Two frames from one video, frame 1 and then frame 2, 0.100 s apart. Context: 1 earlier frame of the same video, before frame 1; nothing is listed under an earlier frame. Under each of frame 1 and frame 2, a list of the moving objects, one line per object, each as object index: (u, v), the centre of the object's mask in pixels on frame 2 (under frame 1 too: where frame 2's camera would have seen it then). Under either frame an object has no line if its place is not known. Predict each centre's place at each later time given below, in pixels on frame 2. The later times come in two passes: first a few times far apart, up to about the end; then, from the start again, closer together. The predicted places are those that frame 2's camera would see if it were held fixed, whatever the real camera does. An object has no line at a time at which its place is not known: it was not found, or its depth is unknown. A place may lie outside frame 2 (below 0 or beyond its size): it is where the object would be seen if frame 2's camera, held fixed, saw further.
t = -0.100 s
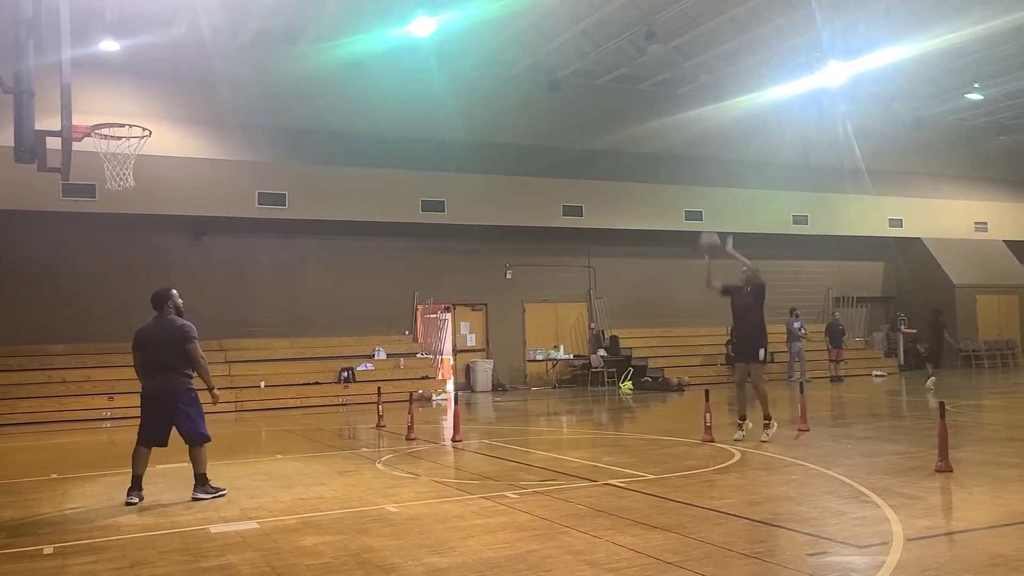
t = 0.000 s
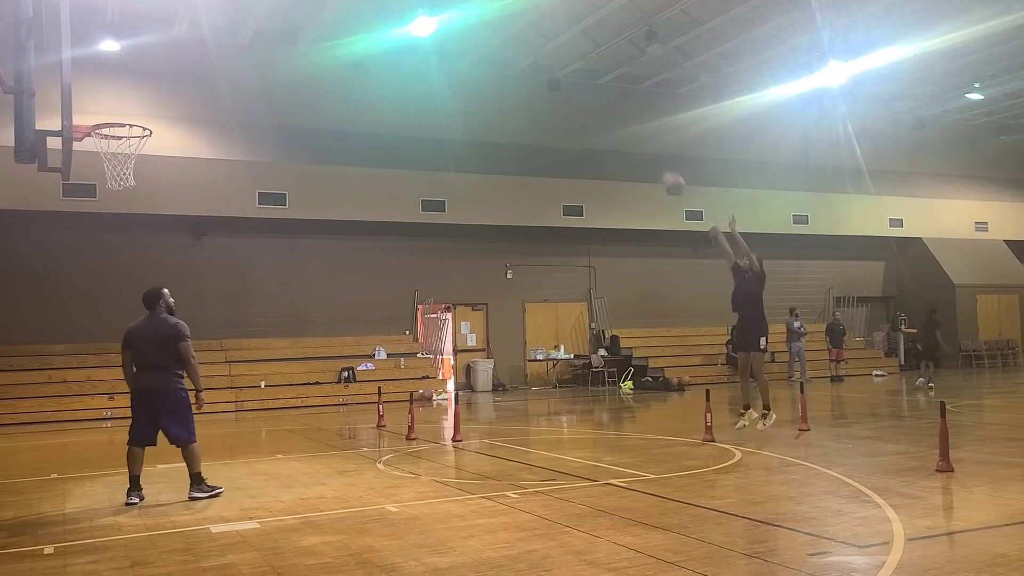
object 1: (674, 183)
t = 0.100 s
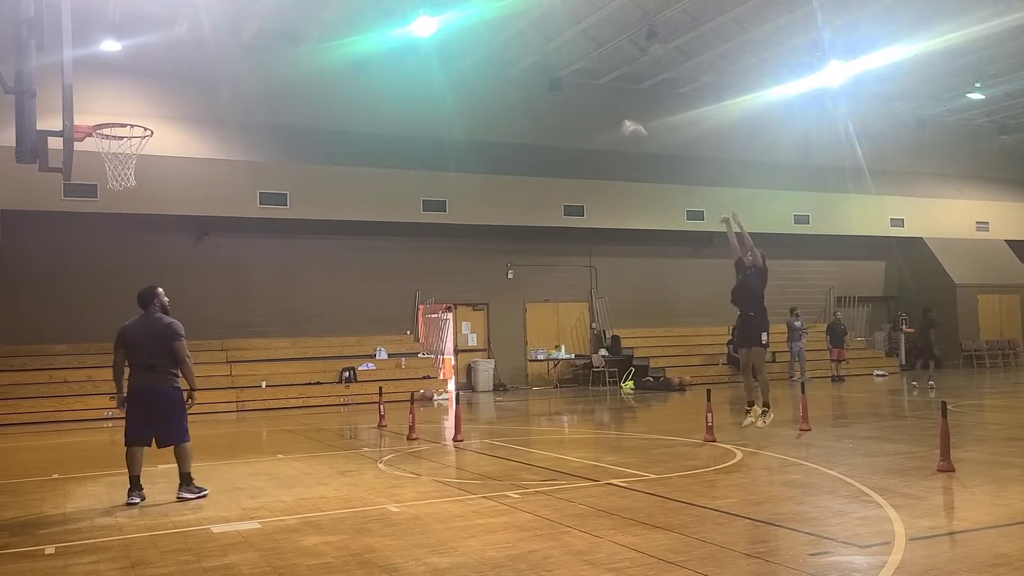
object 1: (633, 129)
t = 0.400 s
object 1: (506, 19)
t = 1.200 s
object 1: (107, 140)
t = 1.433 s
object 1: (129, 174)
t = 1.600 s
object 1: (154, 214)
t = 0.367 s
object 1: (520, 27)
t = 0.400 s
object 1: (506, 19)
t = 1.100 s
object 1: (151, 100)
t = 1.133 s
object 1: (132, 118)
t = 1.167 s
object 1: (114, 129)
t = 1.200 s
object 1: (107, 140)
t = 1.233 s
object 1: (104, 150)
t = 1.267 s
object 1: (107, 157)
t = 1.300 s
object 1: (111, 160)
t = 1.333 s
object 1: (117, 166)
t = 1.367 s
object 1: (120, 168)
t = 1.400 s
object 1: (124, 170)
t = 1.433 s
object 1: (129, 174)
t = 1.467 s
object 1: (134, 180)
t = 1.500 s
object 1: (138, 187)
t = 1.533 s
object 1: (143, 195)
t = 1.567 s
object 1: (147, 205)
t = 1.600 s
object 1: (154, 214)
